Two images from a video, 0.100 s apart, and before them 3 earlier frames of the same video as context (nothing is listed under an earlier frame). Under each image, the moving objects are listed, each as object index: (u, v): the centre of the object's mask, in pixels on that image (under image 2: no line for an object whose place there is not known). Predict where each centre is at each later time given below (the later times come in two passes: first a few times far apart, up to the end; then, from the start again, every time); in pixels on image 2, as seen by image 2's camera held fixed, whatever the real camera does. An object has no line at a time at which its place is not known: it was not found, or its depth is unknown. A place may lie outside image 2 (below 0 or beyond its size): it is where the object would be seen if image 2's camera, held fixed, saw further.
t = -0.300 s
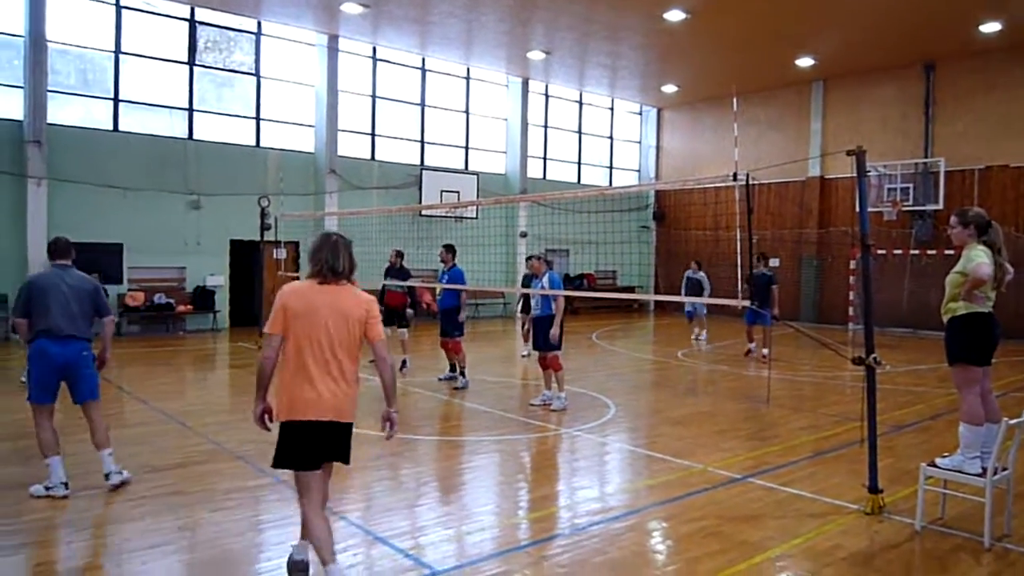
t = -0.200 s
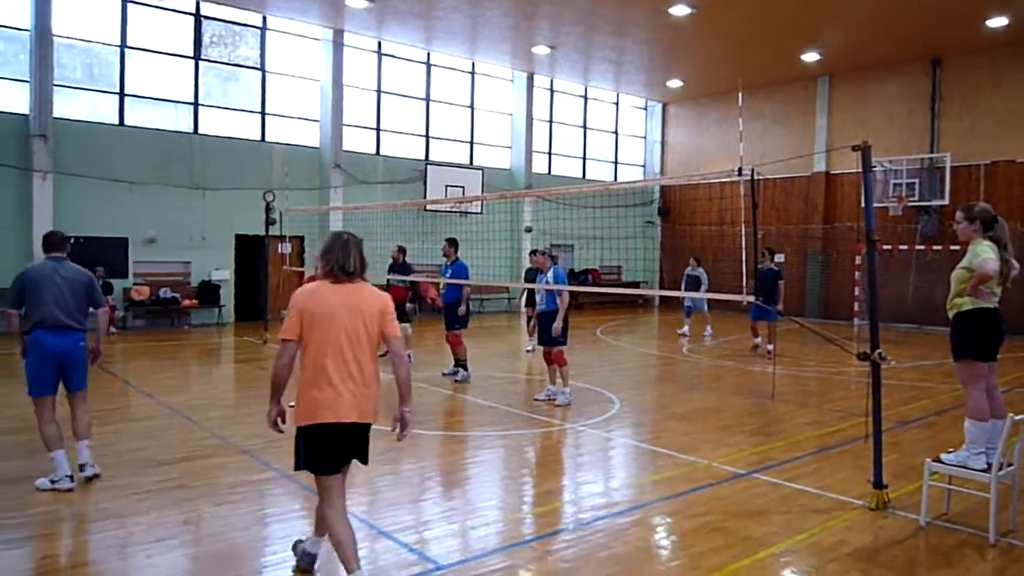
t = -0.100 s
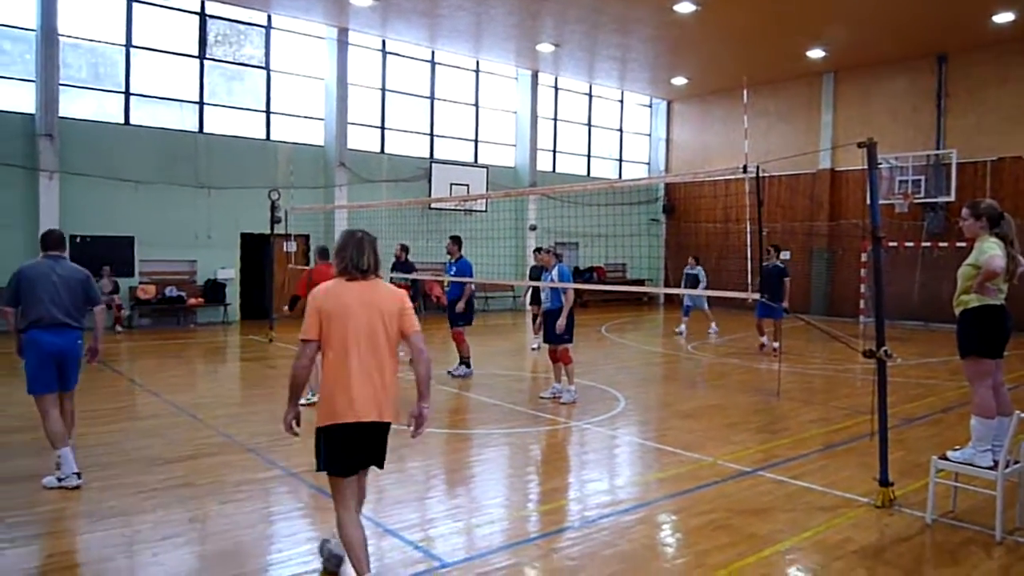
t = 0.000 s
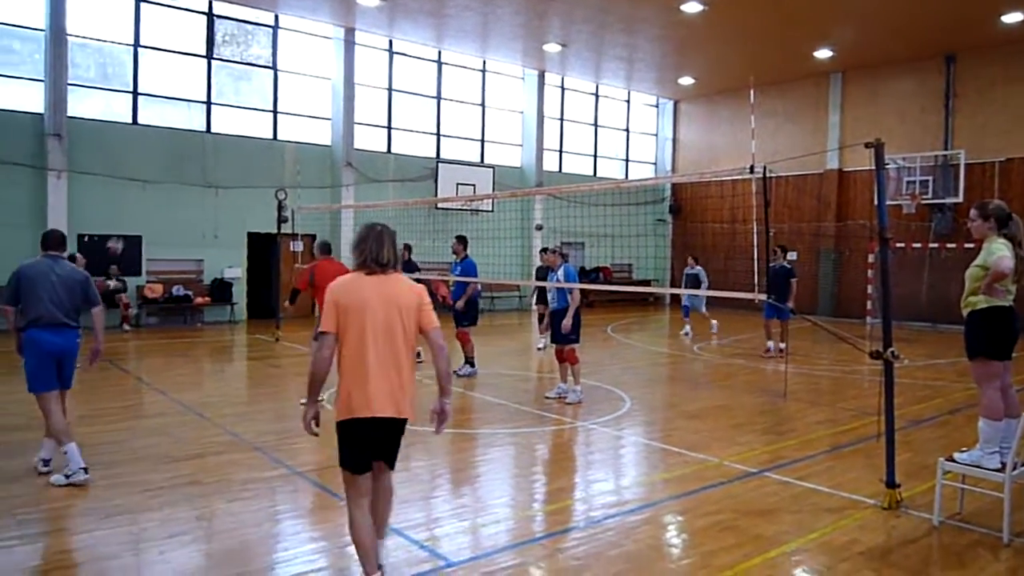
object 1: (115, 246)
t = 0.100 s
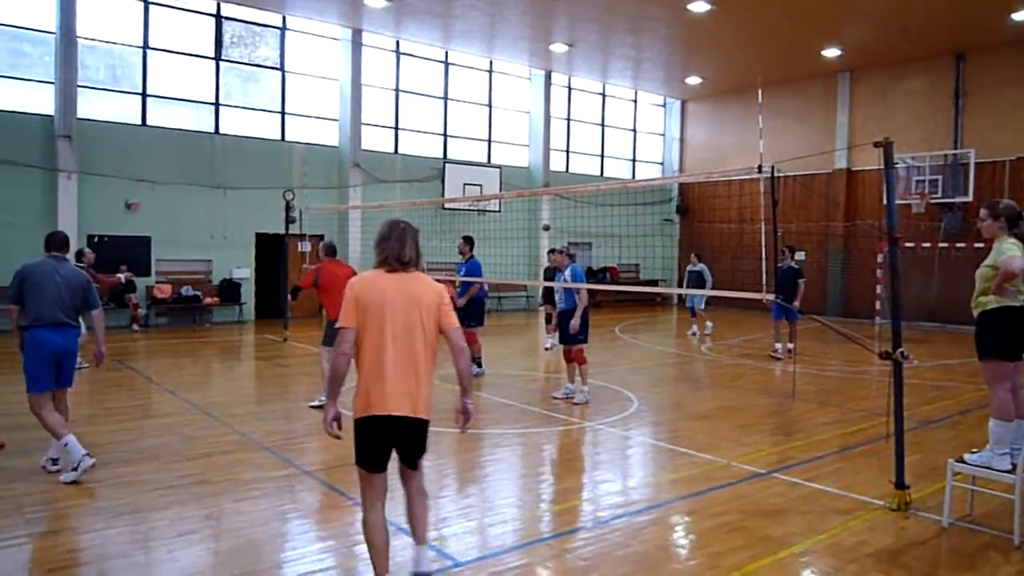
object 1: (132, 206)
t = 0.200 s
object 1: (138, 169)
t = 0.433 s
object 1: (157, 112)
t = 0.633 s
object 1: (176, 95)
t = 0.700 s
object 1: (182, 96)
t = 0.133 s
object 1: (133, 192)
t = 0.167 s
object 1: (136, 181)
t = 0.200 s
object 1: (138, 169)
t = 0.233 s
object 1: (140, 156)
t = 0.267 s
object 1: (145, 150)
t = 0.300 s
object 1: (149, 139)
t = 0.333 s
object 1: (149, 132)
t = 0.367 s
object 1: (153, 125)
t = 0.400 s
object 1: (155, 119)
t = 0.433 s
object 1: (157, 112)
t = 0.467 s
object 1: (162, 107)
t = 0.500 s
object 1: (165, 104)
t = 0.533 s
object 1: (167, 100)
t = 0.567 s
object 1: (170, 97)
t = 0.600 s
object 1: (173, 96)
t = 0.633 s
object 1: (176, 95)
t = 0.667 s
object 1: (179, 95)
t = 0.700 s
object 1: (182, 96)
